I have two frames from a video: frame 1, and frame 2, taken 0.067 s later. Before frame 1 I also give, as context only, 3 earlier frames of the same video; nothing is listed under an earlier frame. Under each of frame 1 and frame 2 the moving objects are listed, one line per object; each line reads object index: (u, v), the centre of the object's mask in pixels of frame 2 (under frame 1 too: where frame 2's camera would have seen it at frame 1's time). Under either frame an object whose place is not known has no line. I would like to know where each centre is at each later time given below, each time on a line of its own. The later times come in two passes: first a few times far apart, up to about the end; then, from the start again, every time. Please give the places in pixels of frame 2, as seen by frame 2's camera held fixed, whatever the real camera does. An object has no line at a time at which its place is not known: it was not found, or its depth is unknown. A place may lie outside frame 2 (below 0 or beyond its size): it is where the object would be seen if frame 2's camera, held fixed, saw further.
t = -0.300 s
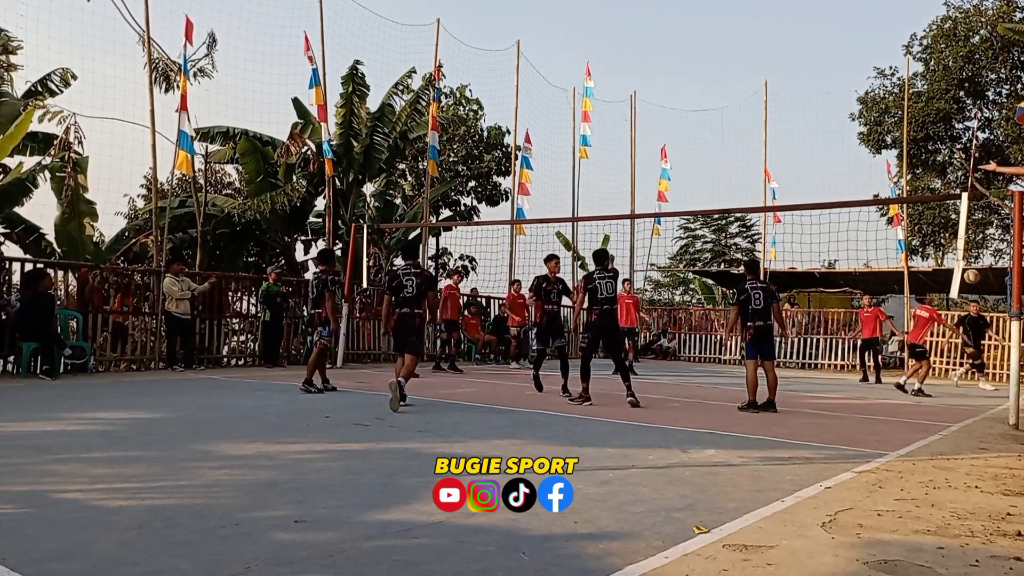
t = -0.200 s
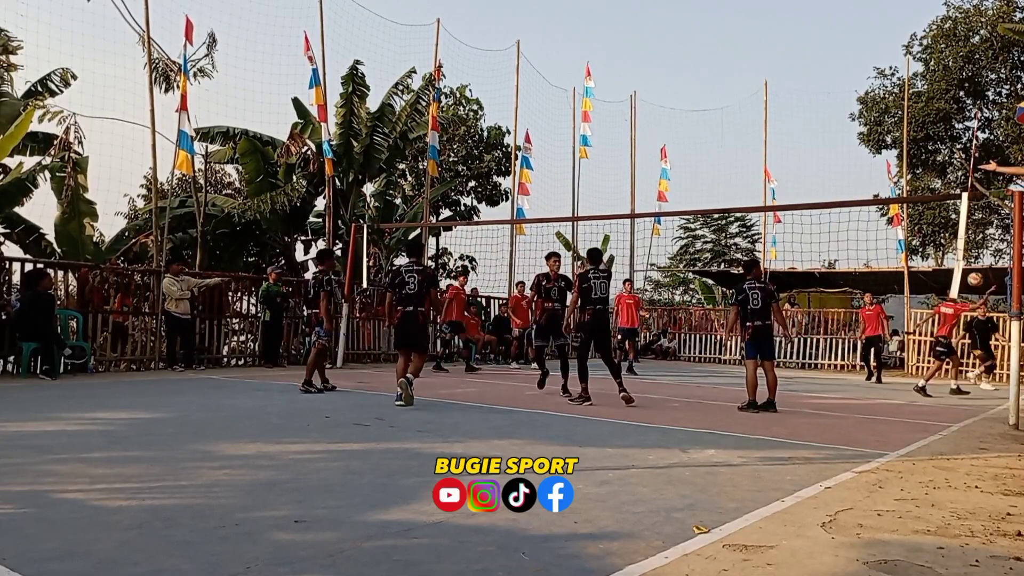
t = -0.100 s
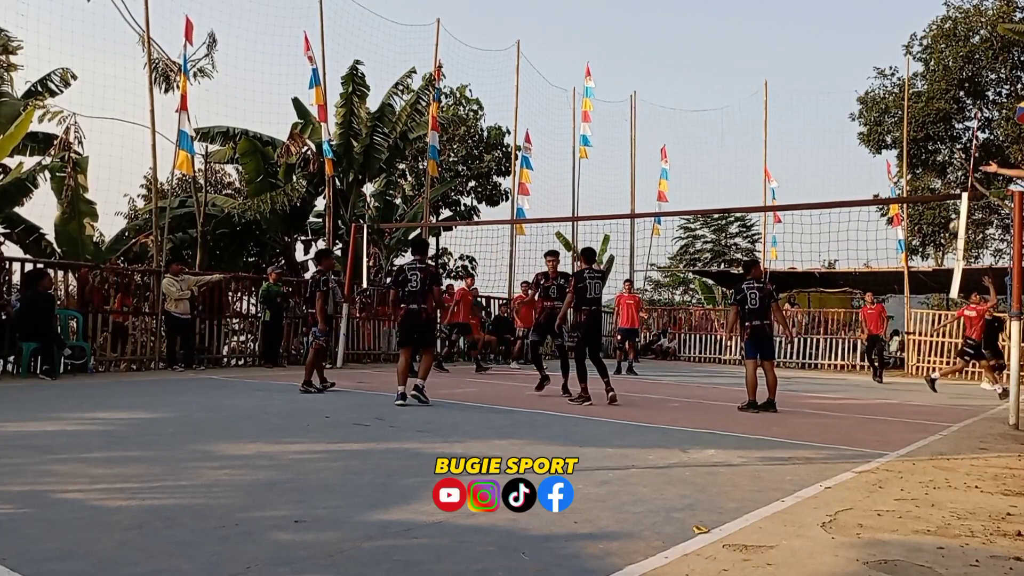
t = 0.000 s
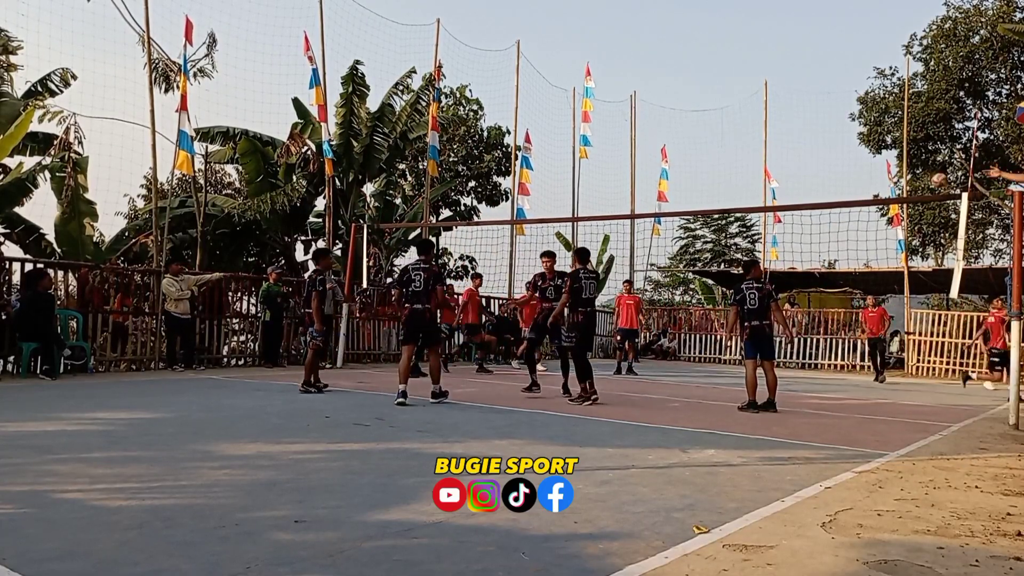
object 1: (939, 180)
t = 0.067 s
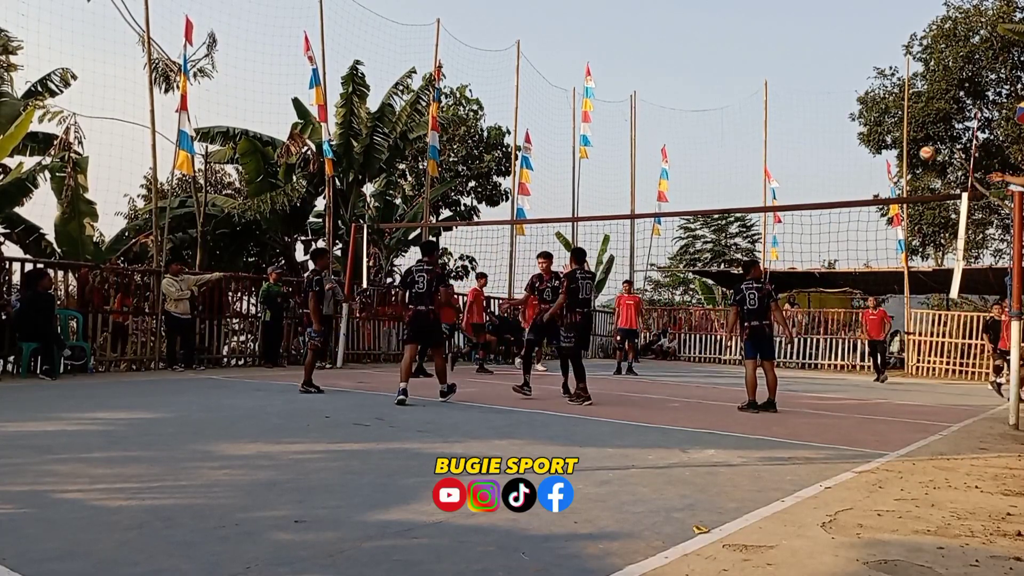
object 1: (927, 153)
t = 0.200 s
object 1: (903, 107)
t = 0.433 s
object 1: (858, 56)
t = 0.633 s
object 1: (818, 42)
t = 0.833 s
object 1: (776, 56)
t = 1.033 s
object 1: (734, 100)
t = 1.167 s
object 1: (706, 148)
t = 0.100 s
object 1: (921, 140)
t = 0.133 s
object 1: (914, 129)
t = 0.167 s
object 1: (909, 118)
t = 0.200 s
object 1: (903, 107)
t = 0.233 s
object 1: (896, 97)
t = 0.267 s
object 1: (889, 89)
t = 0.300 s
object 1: (883, 81)
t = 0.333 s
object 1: (877, 74)
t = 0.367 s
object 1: (871, 67)
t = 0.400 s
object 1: (865, 61)
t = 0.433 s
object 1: (858, 56)
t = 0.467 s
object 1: (851, 52)
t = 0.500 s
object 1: (845, 48)
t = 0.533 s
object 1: (838, 45)
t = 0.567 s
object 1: (831, 43)
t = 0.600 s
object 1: (825, 42)
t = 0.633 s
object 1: (818, 42)
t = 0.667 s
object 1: (811, 42)
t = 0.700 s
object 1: (804, 43)
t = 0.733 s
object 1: (797, 45)
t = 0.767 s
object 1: (790, 48)
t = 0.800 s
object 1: (783, 51)
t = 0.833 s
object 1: (776, 56)
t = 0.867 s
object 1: (769, 61)
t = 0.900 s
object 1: (762, 67)
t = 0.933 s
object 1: (755, 74)
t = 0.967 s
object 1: (748, 82)
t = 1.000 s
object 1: (741, 91)
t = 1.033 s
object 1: (734, 100)
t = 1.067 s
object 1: (727, 111)
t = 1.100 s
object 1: (719, 122)
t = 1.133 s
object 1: (712, 135)
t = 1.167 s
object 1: (706, 148)
